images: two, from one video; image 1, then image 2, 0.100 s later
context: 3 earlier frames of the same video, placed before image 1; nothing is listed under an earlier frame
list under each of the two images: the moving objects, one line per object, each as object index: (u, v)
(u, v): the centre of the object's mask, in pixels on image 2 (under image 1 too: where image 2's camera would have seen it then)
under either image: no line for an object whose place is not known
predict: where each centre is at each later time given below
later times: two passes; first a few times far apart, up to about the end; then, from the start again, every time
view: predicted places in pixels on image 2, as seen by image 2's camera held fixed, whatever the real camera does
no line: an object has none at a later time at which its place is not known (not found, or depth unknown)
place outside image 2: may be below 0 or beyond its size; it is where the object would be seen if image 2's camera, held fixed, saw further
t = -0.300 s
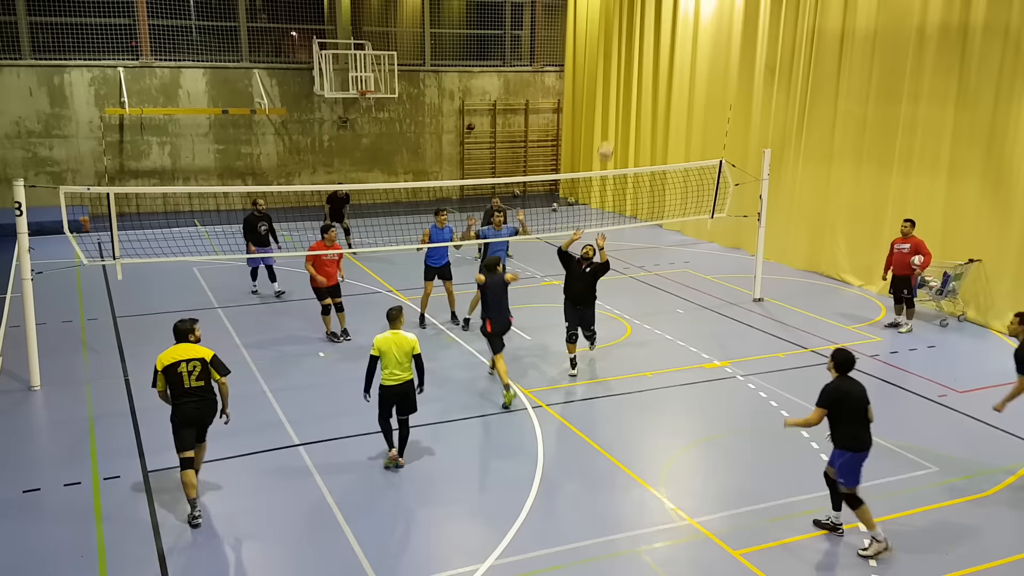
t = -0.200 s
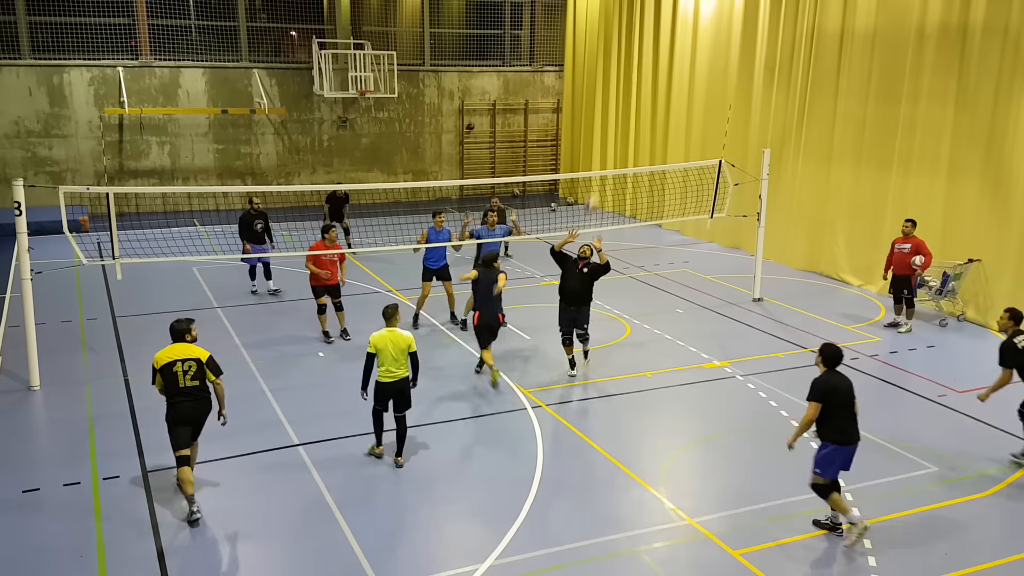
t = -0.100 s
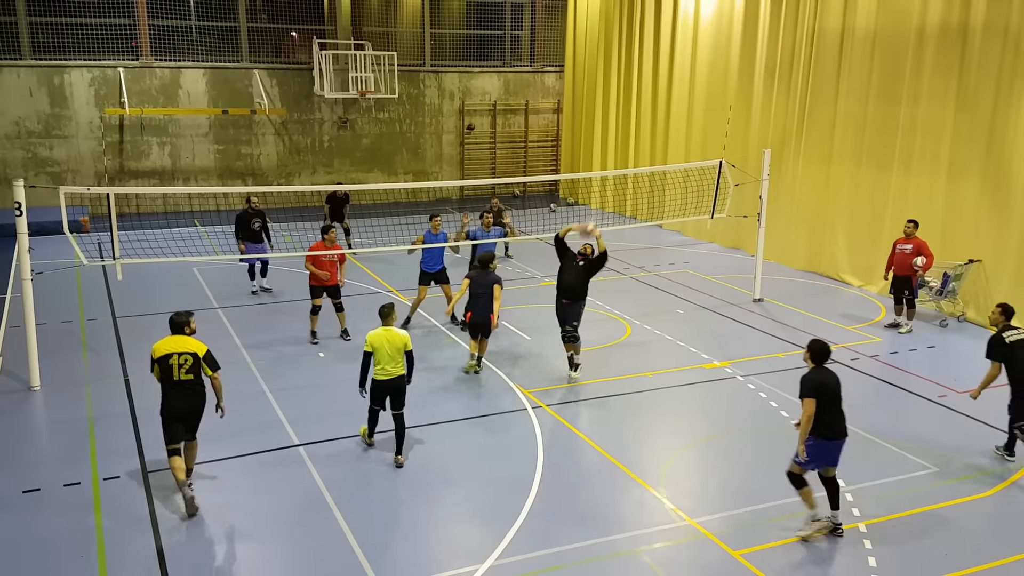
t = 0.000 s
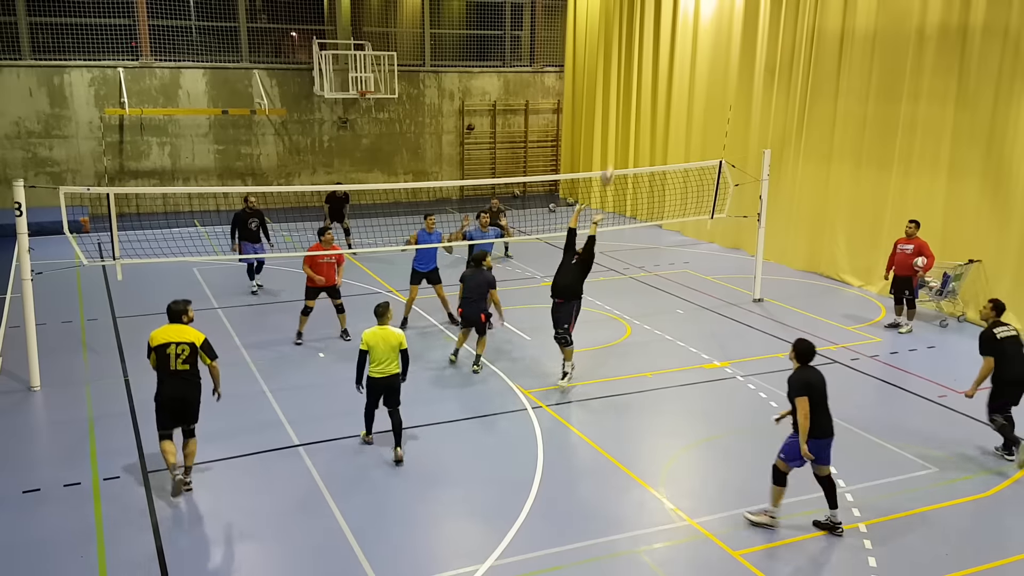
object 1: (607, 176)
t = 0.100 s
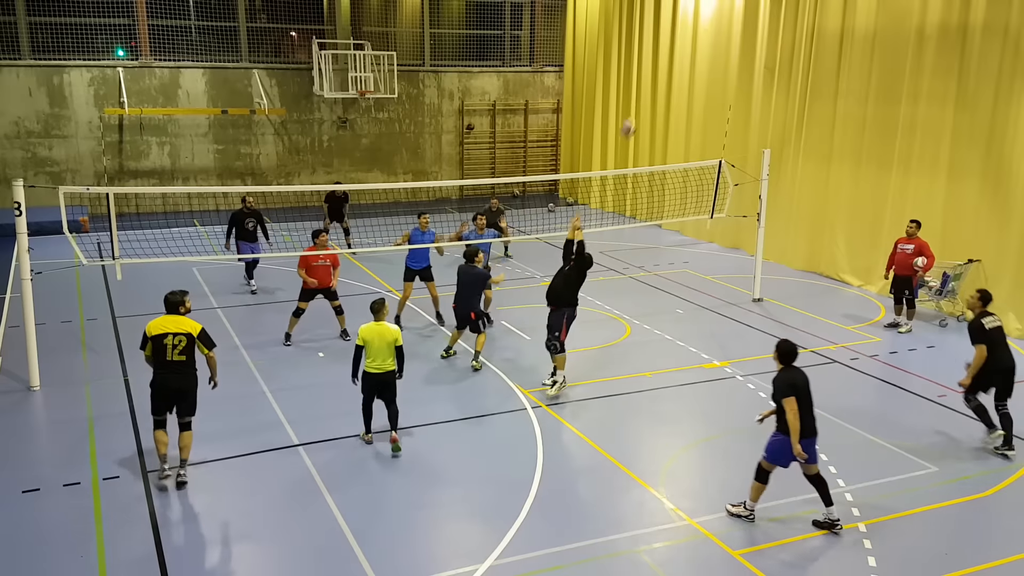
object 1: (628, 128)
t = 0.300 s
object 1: (668, 58)
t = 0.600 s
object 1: (721, 14)
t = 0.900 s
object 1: (765, 45)
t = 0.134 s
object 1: (635, 115)
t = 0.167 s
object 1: (641, 102)
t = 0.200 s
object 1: (649, 88)
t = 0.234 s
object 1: (655, 77)
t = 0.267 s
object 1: (661, 67)
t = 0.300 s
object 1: (668, 58)
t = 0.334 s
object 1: (674, 49)
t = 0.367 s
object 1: (680, 41)
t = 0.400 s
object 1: (686, 35)
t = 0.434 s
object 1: (693, 29)
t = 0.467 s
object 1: (699, 24)
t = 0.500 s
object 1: (705, 20)
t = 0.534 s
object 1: (710, 17)
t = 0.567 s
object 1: (716, 15)
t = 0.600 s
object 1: (721, 14)
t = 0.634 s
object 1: (727, 14)
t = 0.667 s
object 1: (733, 15)
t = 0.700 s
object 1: (737, 16)
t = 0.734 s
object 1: (742, 19)
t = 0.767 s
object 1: (747, 23)
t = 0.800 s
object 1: (752, 27)
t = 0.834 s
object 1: (757, 32)
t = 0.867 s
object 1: (761, 38)
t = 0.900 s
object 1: (765, 45)
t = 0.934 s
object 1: (770, 52)
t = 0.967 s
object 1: (773, 61)
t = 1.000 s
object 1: (777, 69)
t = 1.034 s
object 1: (780, 78)
